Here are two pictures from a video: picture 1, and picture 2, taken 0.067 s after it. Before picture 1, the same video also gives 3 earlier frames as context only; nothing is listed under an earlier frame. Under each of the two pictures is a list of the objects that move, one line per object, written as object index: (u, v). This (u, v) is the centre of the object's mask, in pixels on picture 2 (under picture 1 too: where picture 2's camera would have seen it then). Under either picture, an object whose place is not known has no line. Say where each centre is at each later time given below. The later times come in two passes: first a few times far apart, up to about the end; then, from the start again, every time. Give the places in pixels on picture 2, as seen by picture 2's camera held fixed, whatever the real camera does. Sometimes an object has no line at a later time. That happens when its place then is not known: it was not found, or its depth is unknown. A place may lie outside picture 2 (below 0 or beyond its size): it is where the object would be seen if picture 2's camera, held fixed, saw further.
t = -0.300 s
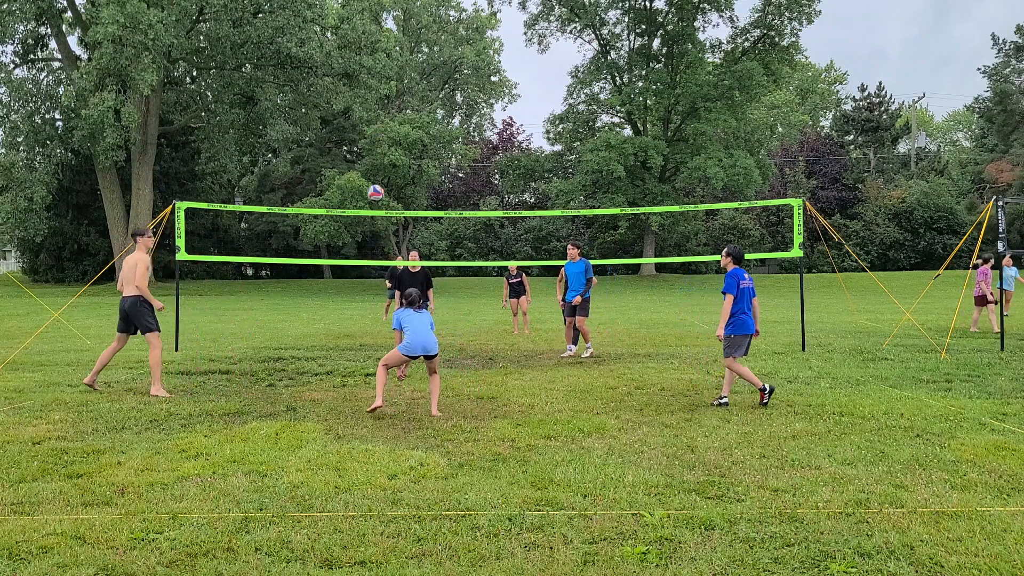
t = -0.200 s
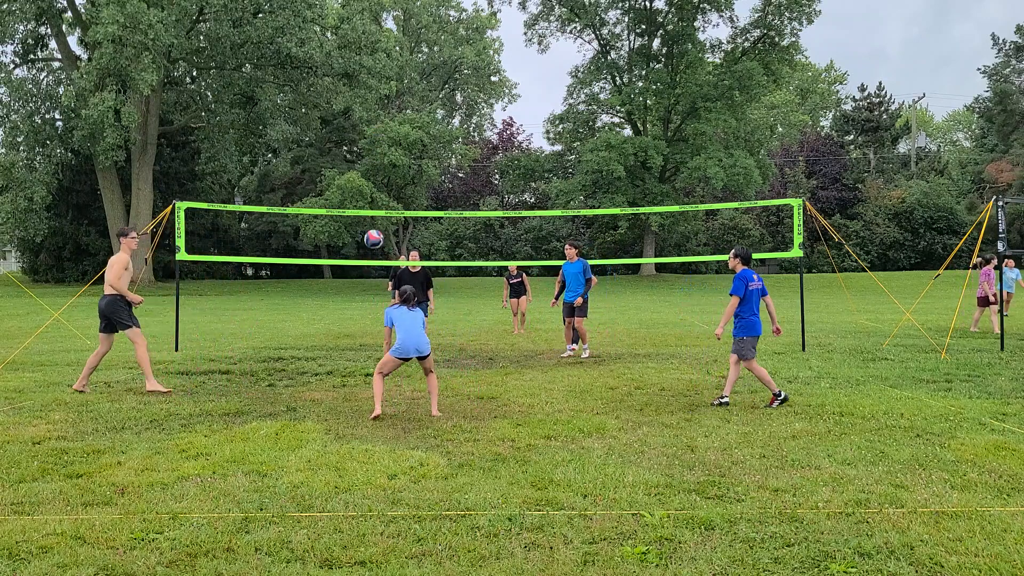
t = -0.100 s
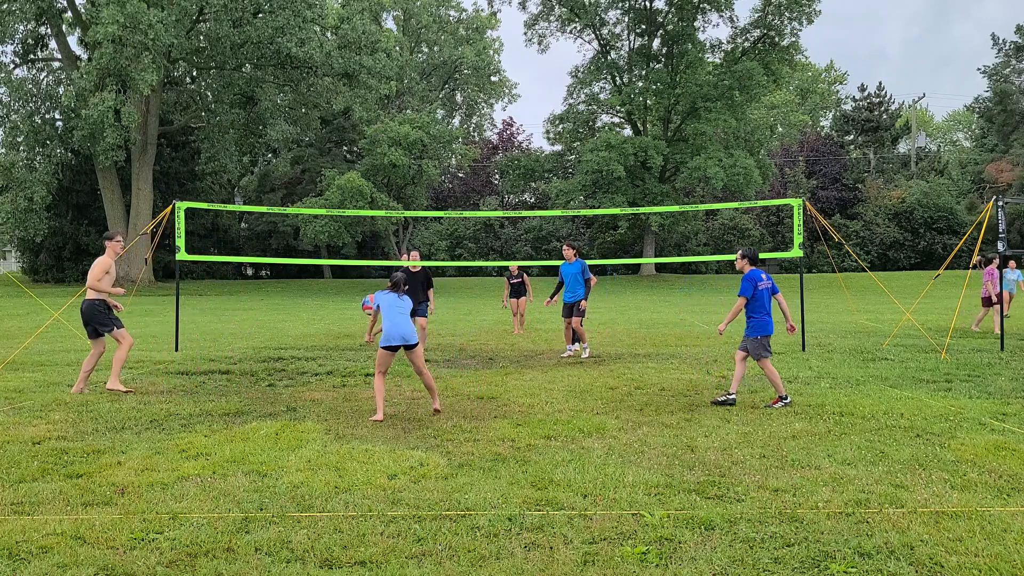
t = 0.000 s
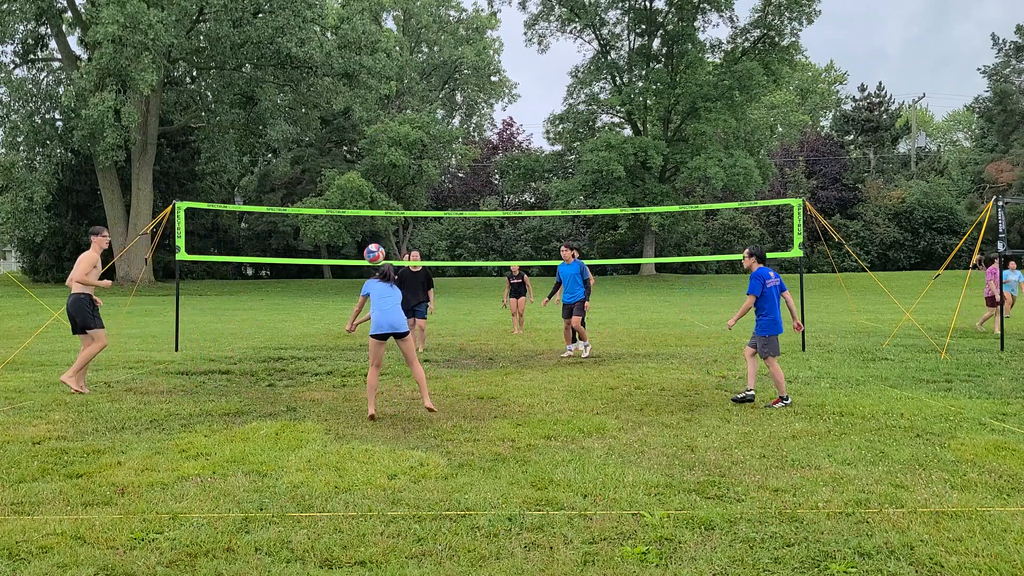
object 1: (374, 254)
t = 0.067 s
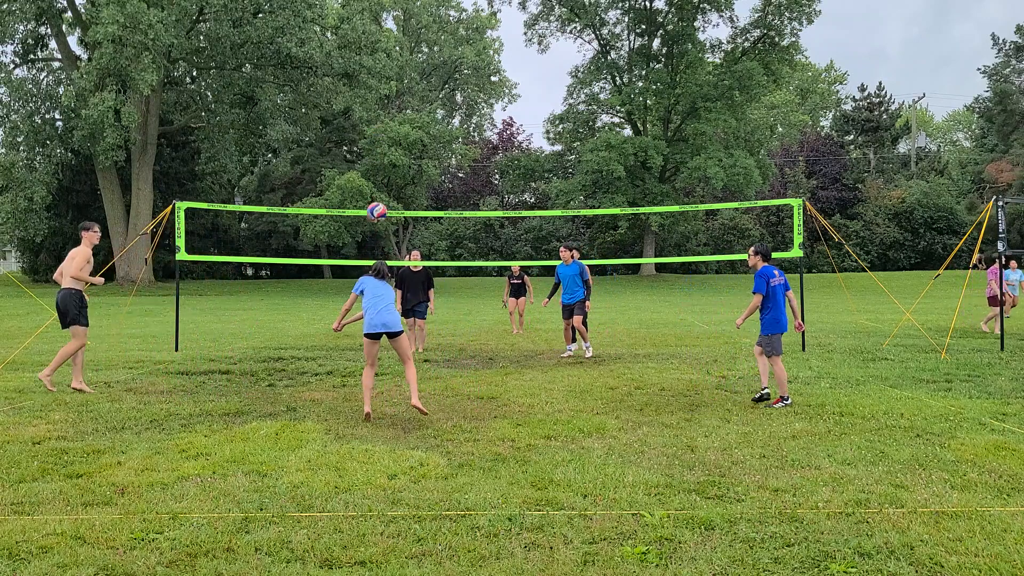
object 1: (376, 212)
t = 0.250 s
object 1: (383, 127)
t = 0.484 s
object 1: (391, 75)
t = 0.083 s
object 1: (377, 202)
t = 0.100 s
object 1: (378, 193)
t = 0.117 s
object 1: (378, 185)
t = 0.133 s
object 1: (379, 176)
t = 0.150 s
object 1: (380, 168)
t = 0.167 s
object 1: (380, 161)
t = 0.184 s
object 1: (381, 153)
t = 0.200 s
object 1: (381, 146)
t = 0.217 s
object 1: (382, 140)
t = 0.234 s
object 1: (383, 133)
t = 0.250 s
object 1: (383, 127)
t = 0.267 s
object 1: (384, 122)
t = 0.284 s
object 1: (385, 117)
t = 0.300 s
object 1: (384, 111)
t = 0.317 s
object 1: (385, 106)
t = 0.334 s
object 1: (386, 102)
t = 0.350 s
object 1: (386, 98)
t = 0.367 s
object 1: (387, 94)
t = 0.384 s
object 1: (388, 91)
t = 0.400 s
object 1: (389, 87)
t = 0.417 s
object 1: (389, 85)
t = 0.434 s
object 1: (389, 81)
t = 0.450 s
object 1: (390, 79)
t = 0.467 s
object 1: (390, 76)
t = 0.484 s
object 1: (391, 75)
